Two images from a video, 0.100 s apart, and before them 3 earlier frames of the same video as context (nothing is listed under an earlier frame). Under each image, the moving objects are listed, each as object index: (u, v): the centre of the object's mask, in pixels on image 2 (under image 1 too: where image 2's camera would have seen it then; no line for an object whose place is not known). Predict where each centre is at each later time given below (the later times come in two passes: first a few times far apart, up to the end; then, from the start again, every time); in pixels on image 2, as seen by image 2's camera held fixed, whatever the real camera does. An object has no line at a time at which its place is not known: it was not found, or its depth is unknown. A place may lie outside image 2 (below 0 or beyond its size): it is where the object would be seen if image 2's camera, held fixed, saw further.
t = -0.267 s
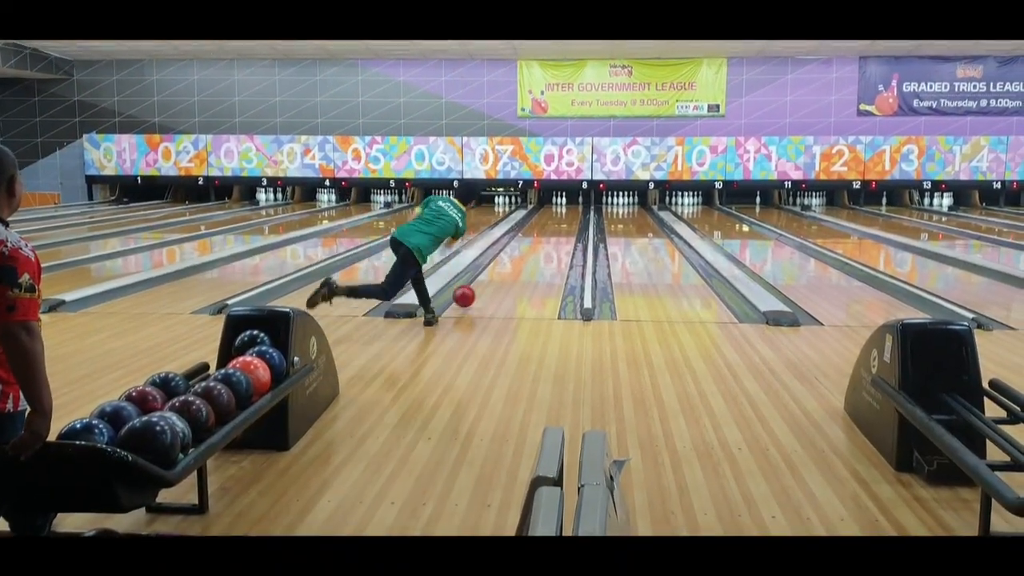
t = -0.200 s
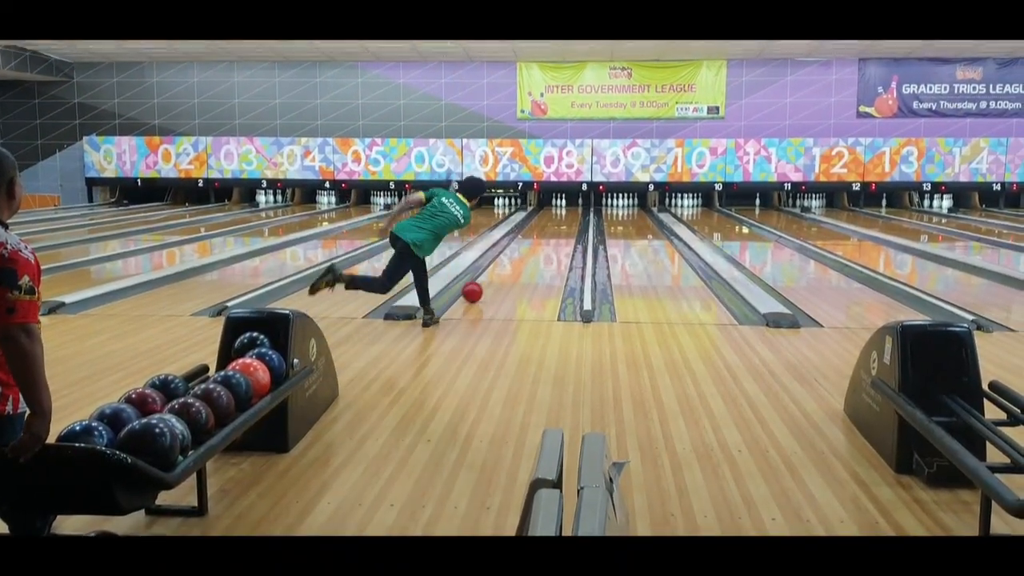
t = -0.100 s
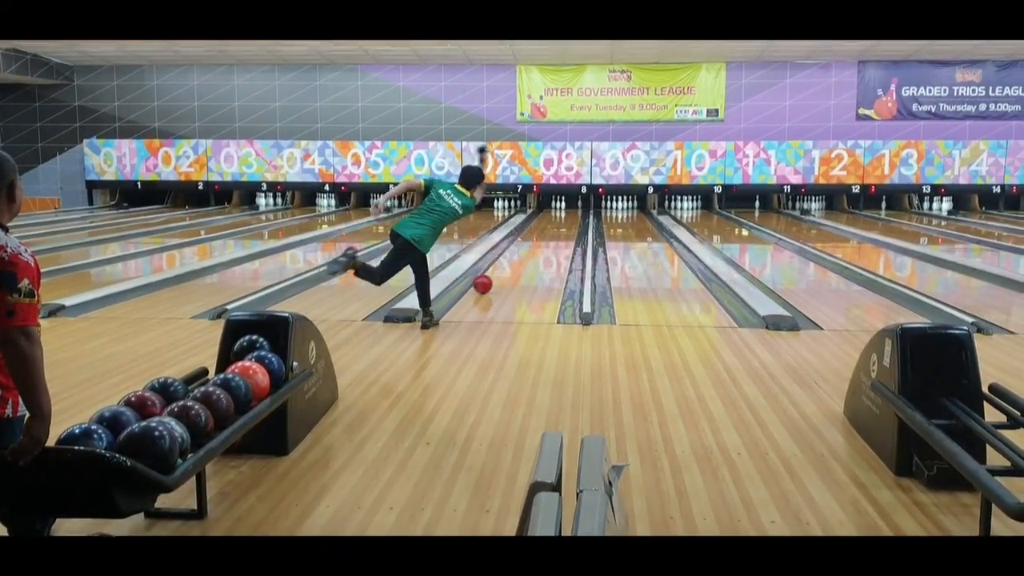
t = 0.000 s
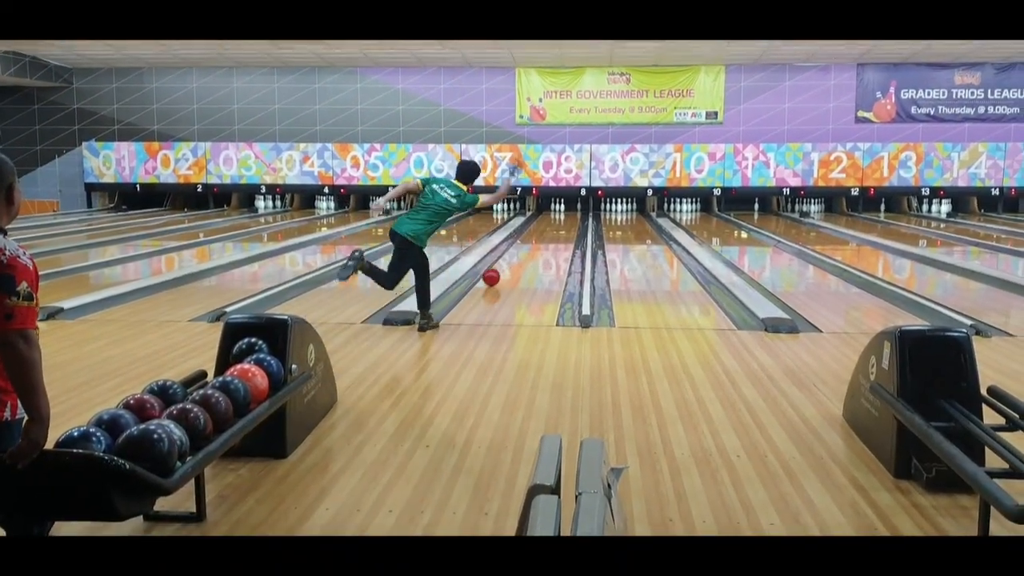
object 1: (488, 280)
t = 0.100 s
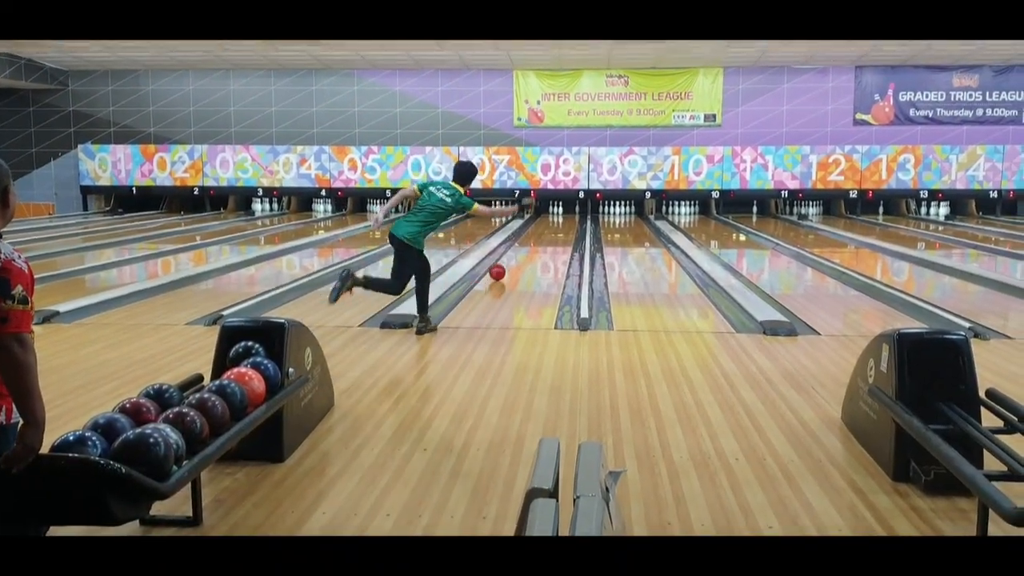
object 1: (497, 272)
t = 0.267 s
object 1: (508, 263)
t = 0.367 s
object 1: (512, 258)
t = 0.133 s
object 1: (499, 270)
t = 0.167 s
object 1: (502, 268)
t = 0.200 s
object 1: (504, 266)
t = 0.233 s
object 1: (506, 264)
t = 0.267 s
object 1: (508, 263)
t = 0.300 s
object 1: (510, 261)
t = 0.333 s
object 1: (511, 260)
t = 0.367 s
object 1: (512, 258)
